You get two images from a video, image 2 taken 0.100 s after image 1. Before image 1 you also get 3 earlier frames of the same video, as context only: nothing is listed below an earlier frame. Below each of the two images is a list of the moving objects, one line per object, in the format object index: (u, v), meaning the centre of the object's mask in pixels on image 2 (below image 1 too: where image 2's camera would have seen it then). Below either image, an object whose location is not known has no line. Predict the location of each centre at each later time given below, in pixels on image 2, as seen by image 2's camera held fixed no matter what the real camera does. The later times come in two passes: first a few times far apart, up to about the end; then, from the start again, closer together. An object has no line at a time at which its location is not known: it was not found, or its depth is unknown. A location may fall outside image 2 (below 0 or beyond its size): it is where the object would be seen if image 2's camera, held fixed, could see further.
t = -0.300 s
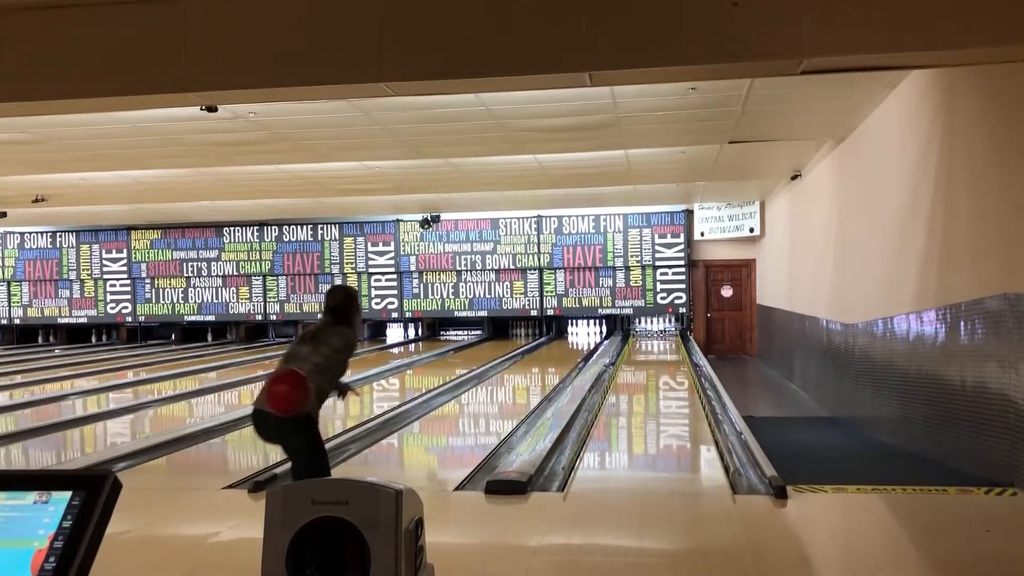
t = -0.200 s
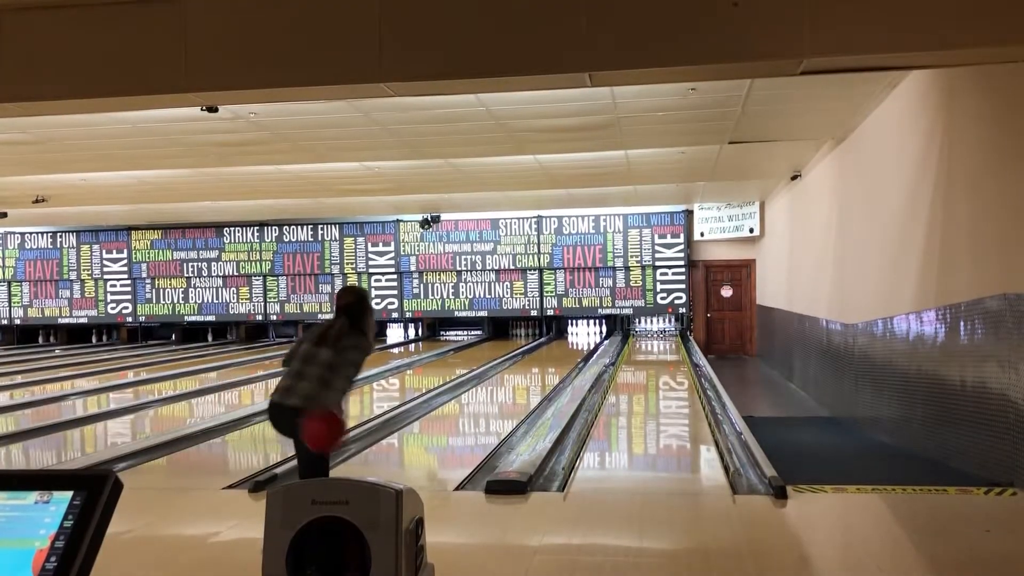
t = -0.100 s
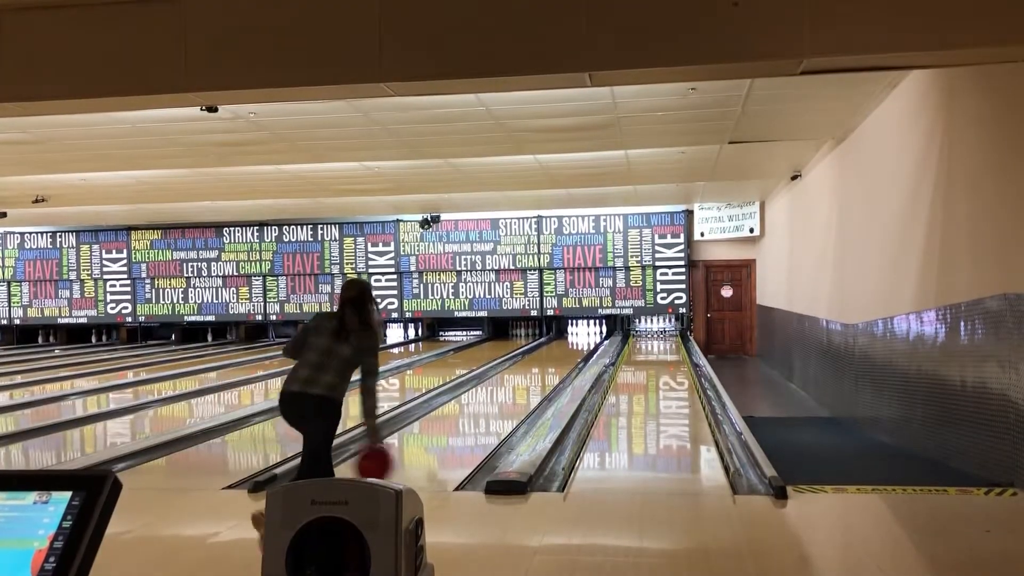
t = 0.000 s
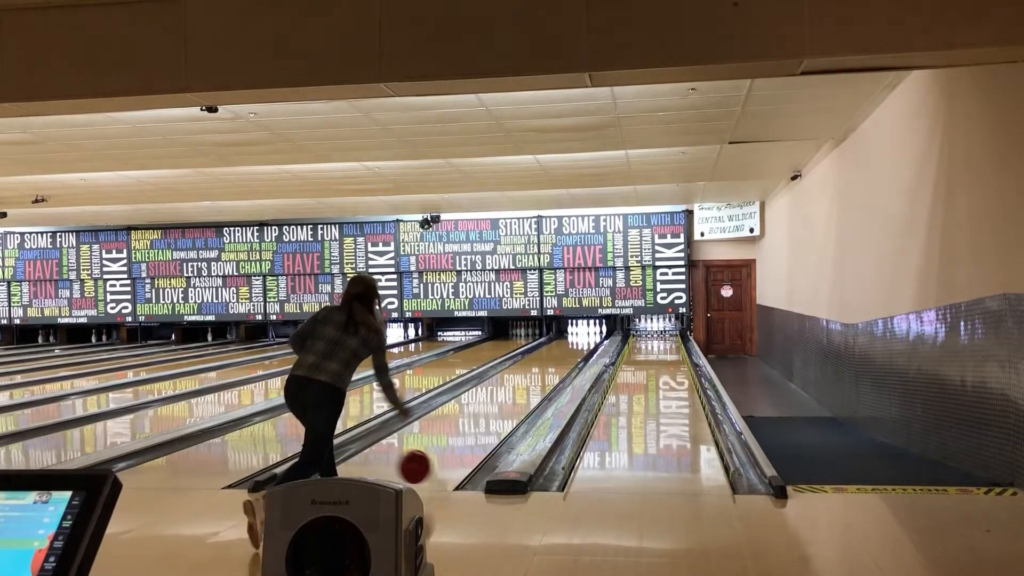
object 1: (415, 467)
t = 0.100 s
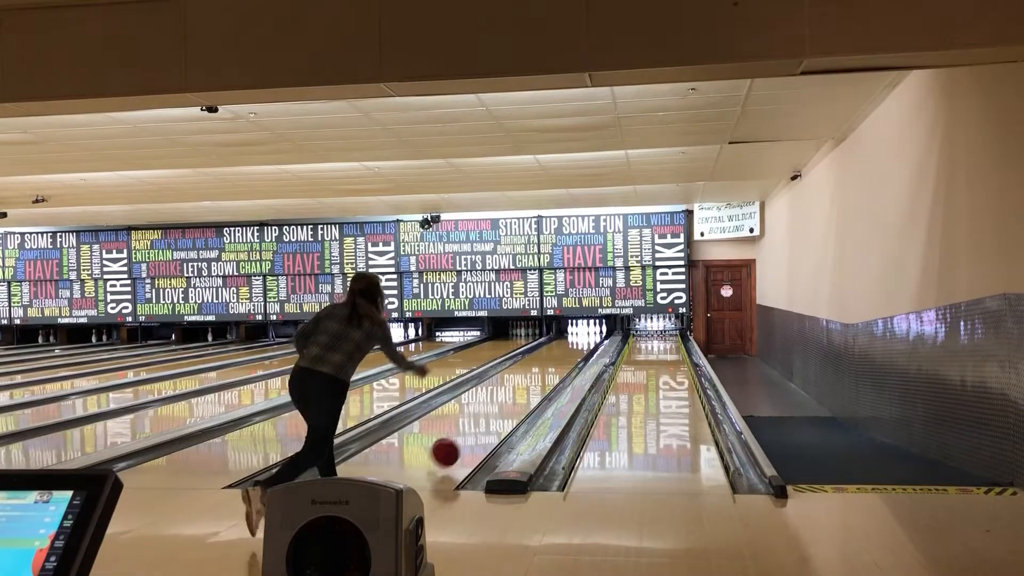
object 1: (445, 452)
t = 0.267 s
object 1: (481, 427)
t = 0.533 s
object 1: (518, 397)
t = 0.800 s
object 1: (541, 377)
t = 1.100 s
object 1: (559, 362)
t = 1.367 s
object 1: (571, 353)
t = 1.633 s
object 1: (579, 346)
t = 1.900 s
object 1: (586, 339)
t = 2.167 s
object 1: (591, 335)
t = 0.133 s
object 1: (453, 445)
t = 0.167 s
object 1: (461, 440)
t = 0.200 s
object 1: (468, 437)
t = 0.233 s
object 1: (475, 431)
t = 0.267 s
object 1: (481, 427)
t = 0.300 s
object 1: (487, 422)
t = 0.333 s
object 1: (492, 418)
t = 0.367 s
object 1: (497, 414)
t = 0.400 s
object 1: (502, 410)
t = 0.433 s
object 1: (506, 407)
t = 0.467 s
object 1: (510, 403)
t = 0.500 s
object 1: (514, 400)
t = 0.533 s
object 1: (518, 397)
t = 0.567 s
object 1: (521, 394)
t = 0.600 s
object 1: (524, 391)
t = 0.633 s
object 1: (528, 389)
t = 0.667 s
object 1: (530, 386)
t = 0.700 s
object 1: (534, 383)
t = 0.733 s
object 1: (536, 381)
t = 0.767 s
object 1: (538, 379)
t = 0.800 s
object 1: (541, 377)
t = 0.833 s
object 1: (544, 375)
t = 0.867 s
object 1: (546, 374)
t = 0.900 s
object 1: (548, 371)
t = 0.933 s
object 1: (550, 368)
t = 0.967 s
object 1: (552, 368)
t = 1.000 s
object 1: (554, 366)
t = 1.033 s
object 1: (556, 365)
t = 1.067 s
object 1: (557, 364)
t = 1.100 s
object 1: (559, 362)
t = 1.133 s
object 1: (561, 361)
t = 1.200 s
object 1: (564, 358)
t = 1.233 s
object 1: (565, 357)
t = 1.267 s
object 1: (567, 356)
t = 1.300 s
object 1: (568, 355)
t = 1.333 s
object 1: (569, 354)
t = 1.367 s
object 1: (571, 353)
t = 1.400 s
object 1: (572, 352)
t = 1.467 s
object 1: (574, 350)
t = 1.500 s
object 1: (575, 349)
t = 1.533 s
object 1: (576, 348)
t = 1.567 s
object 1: (577, 347)
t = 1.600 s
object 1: (577, 347)
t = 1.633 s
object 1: (579, 346)
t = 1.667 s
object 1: (580, 345)
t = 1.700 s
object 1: (581, 344)
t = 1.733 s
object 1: (582, 343)
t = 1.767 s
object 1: (583, 342)
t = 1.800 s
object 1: (584, 342)
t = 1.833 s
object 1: (584, 341)
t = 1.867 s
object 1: (585, 341)
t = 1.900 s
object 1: (586, 339)
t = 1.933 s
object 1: (586, 339)
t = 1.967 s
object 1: (587, 338)
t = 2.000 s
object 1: (588, 337)
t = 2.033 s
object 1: (589, 337)
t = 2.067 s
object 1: (589, 337)
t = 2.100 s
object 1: (590, 336)
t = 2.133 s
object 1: (591, 335)
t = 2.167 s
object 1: (591, 335)
